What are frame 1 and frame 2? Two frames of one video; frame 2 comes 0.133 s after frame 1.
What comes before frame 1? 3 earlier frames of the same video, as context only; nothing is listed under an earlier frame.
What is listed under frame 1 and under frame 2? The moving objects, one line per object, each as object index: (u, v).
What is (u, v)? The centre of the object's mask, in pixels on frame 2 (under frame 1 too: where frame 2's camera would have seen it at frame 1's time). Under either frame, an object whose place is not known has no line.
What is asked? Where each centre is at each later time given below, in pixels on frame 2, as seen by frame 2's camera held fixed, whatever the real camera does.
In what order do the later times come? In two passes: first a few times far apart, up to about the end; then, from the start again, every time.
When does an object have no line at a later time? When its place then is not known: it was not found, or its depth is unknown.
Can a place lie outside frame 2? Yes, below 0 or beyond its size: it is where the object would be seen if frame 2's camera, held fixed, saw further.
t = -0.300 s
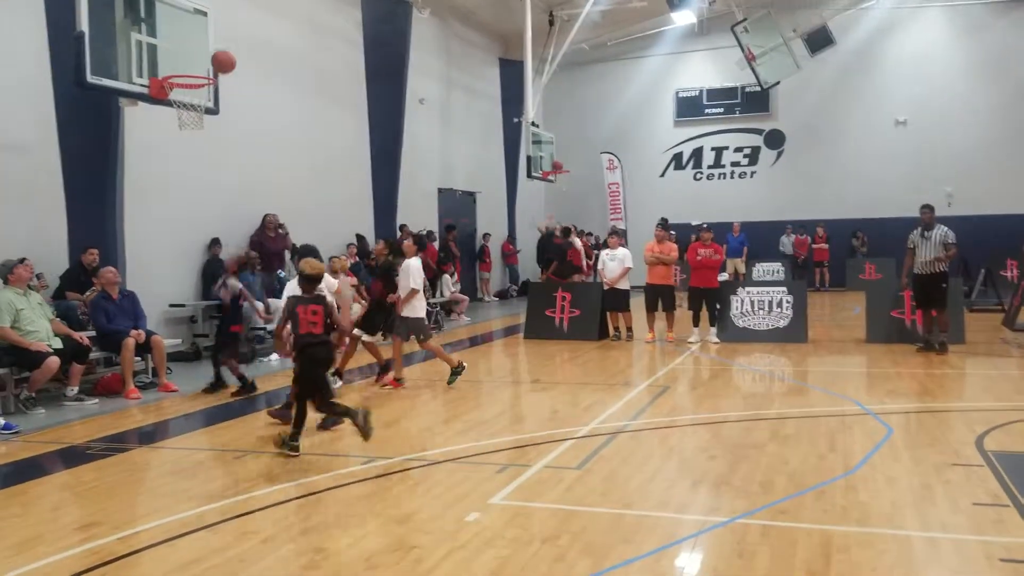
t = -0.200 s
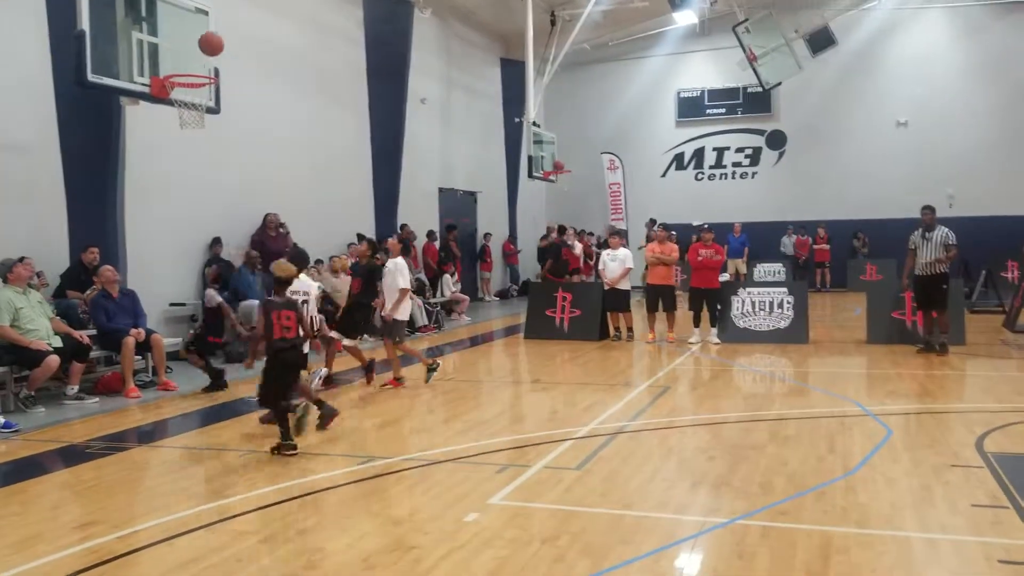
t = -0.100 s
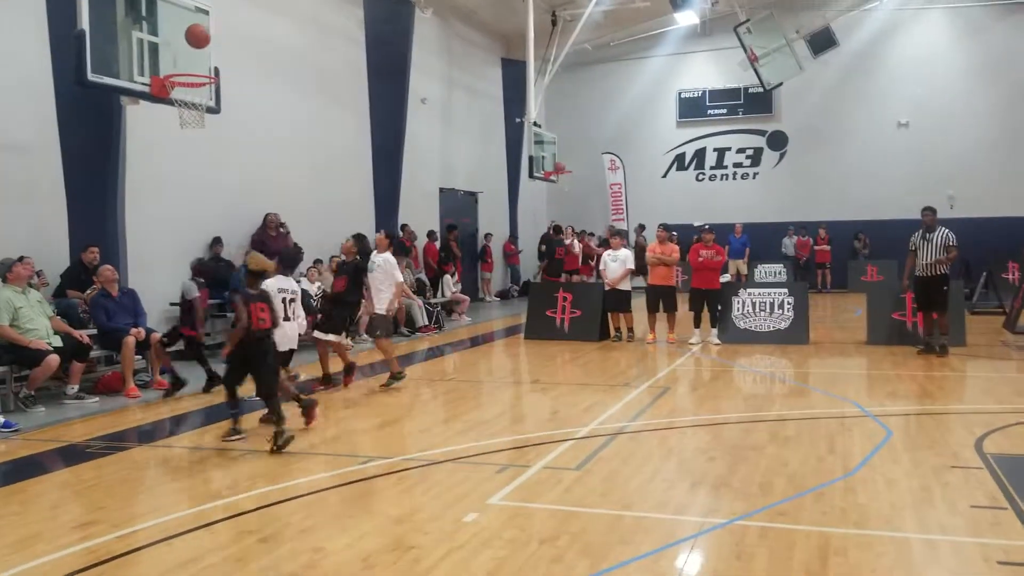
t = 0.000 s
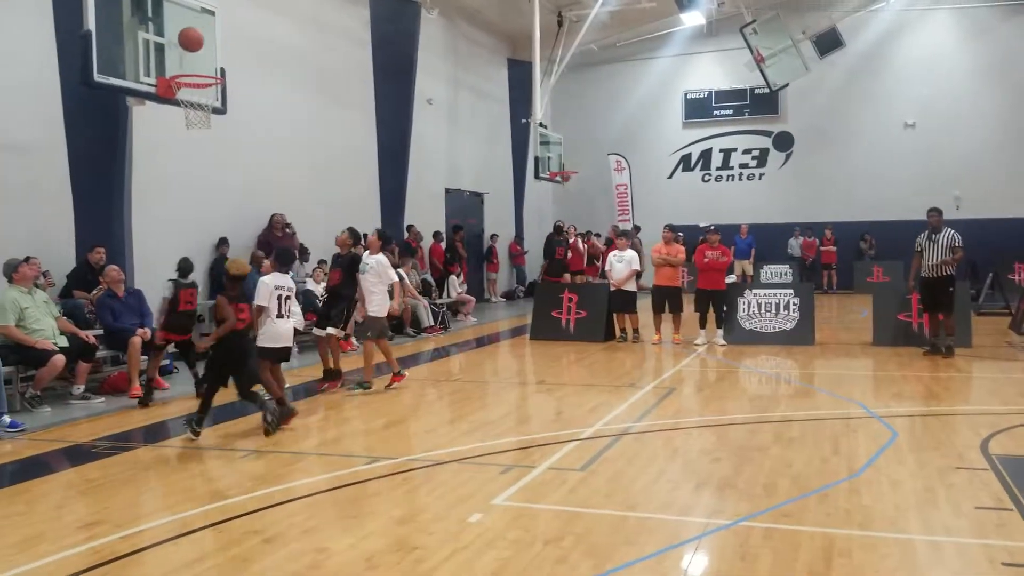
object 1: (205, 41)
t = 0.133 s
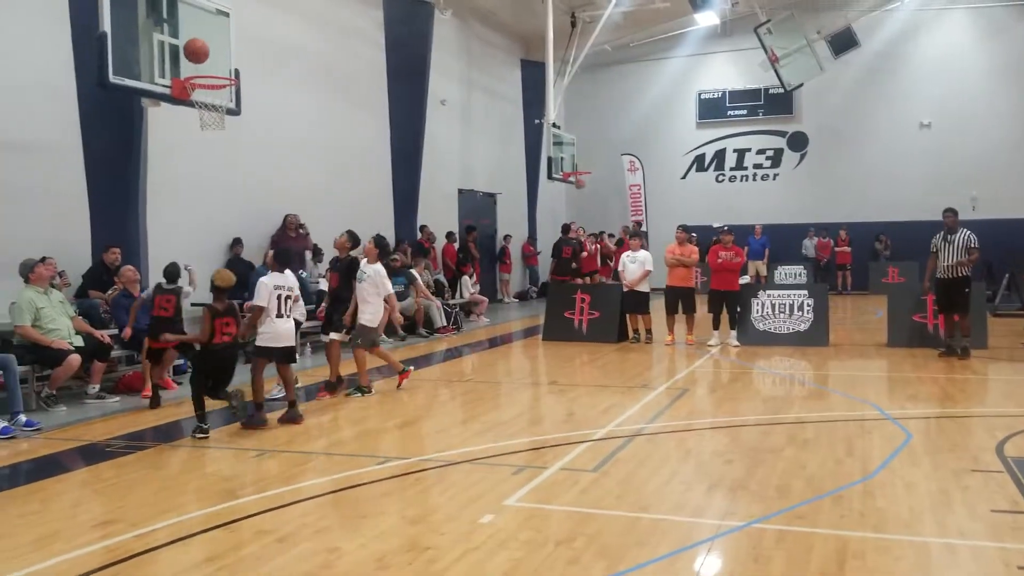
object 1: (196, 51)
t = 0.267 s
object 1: (194, 68)
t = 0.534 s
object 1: (226, 98)
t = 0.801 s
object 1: (214, 112)
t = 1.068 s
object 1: (187, 154)
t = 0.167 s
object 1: (196, 54)
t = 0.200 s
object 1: (195, 57)
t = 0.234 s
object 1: (194, 62)
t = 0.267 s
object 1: (194, 68)
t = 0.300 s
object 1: (195, 73)
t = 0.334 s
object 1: (200, 78)
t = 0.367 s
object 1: (205, 83)
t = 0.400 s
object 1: (211, 90)
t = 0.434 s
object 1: (216, 96)
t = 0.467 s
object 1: (220, 99)
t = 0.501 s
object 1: (223, 99)
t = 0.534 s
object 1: (226, 98)
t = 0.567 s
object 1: (226, 97)
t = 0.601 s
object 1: (226, 98)
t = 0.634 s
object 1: (225, 100)
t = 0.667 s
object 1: (224, 102)
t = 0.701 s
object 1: (222, 105)
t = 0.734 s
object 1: (221, 107)
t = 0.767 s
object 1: (217, 109)
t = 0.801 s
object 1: (214, 112)
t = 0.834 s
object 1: (210, 113)
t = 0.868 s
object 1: (207, 116)
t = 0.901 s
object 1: (203, 119)
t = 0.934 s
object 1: (200, 125)
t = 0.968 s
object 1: (197, 131)
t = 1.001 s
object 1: (193, 137)
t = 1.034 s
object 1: (190, 144)
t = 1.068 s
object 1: (187, 154)
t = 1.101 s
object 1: (184, 164)
